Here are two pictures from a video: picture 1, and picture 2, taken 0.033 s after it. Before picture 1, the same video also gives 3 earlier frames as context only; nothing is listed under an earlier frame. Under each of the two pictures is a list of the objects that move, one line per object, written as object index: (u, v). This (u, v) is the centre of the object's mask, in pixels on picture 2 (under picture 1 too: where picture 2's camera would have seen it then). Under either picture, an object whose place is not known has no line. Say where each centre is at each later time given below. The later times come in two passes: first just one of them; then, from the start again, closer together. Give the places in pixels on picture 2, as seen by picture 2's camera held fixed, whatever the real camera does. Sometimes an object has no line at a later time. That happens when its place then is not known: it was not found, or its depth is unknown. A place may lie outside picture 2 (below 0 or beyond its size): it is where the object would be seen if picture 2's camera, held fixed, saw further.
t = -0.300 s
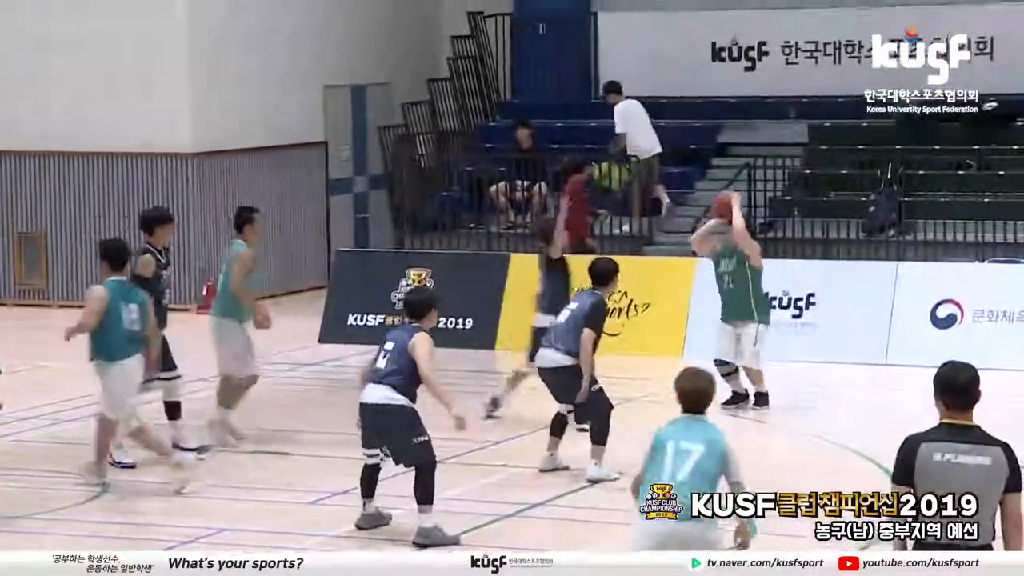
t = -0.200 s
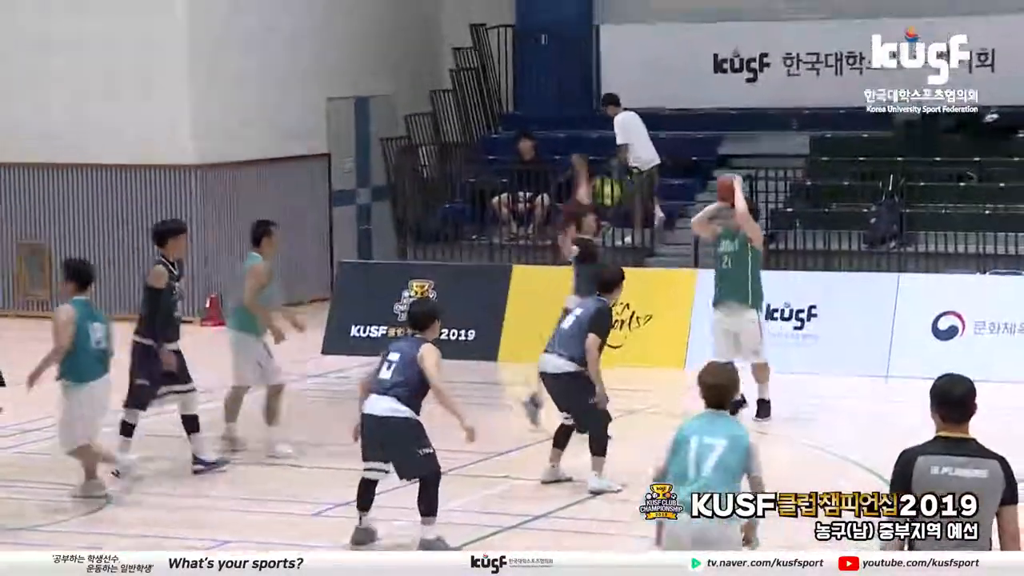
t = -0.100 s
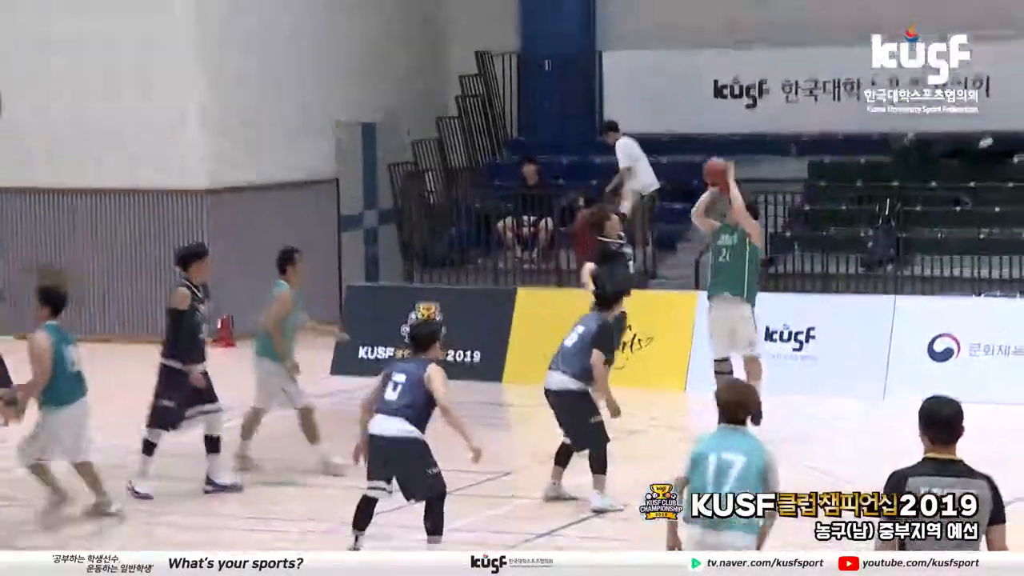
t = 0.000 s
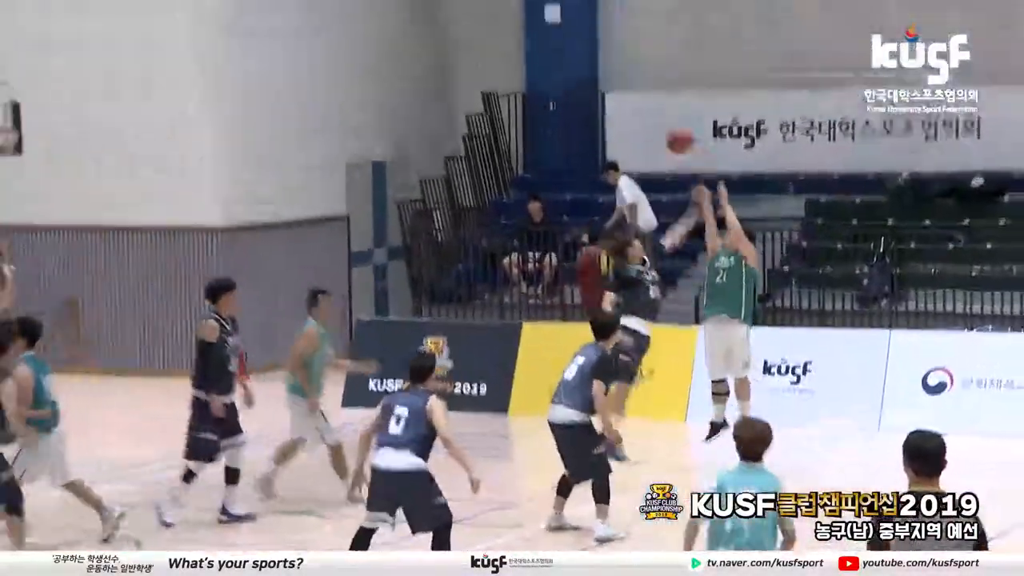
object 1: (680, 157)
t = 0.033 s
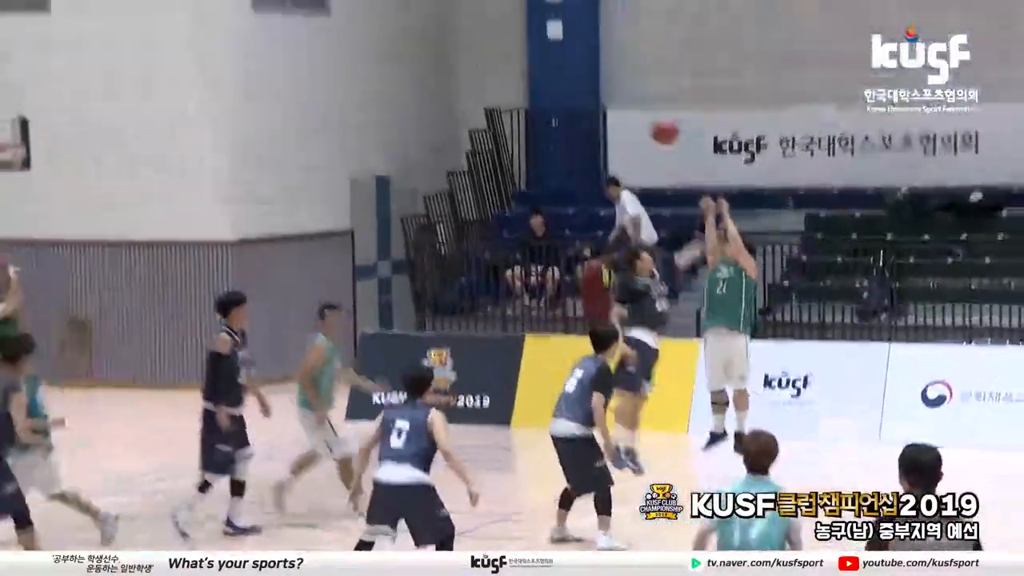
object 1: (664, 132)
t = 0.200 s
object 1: (581, 29)
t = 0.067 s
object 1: (648, 108)
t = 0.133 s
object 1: (614, 67)
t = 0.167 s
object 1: (598, 47)
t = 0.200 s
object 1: (581, 29)
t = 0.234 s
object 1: (562, 11)
